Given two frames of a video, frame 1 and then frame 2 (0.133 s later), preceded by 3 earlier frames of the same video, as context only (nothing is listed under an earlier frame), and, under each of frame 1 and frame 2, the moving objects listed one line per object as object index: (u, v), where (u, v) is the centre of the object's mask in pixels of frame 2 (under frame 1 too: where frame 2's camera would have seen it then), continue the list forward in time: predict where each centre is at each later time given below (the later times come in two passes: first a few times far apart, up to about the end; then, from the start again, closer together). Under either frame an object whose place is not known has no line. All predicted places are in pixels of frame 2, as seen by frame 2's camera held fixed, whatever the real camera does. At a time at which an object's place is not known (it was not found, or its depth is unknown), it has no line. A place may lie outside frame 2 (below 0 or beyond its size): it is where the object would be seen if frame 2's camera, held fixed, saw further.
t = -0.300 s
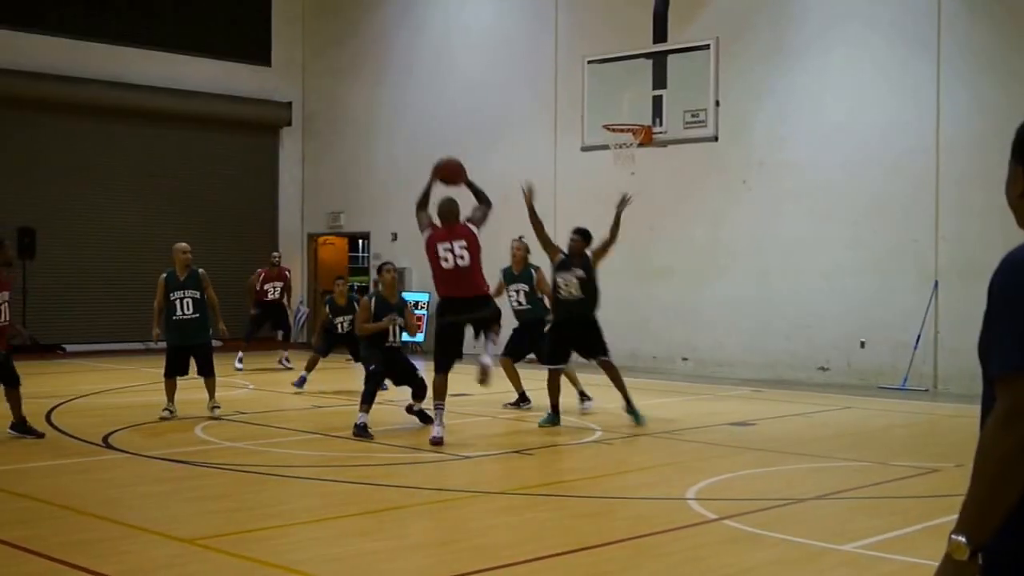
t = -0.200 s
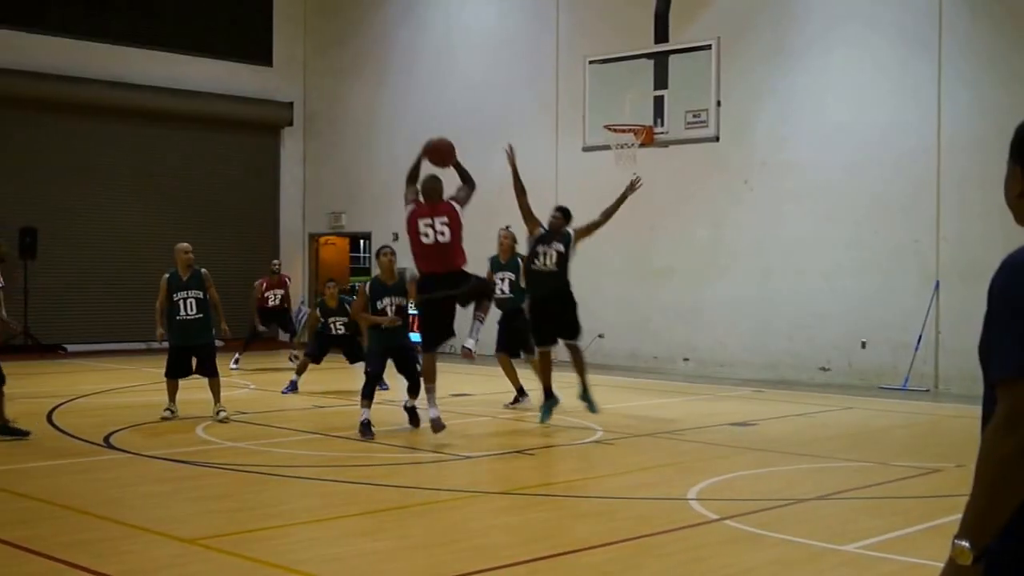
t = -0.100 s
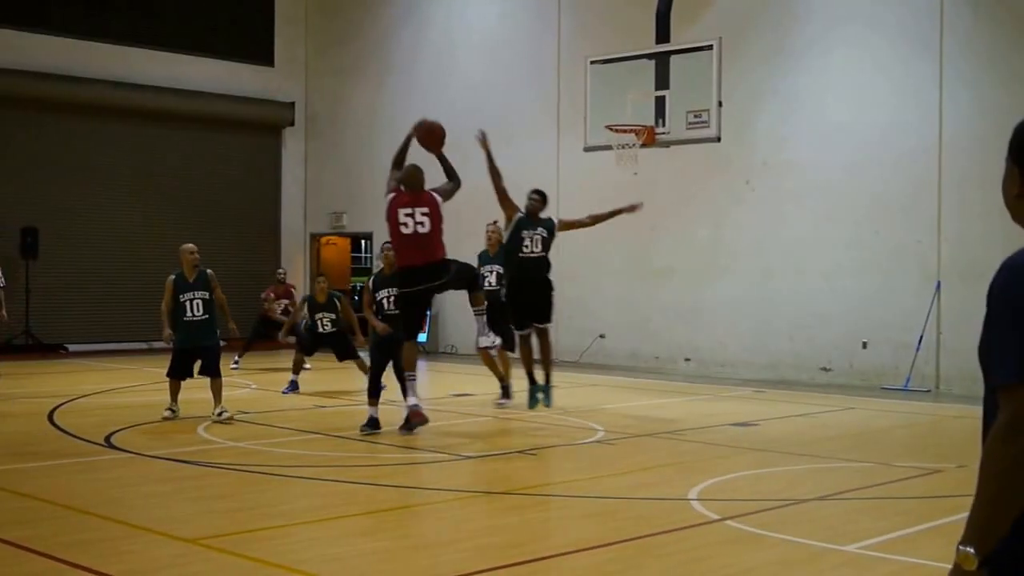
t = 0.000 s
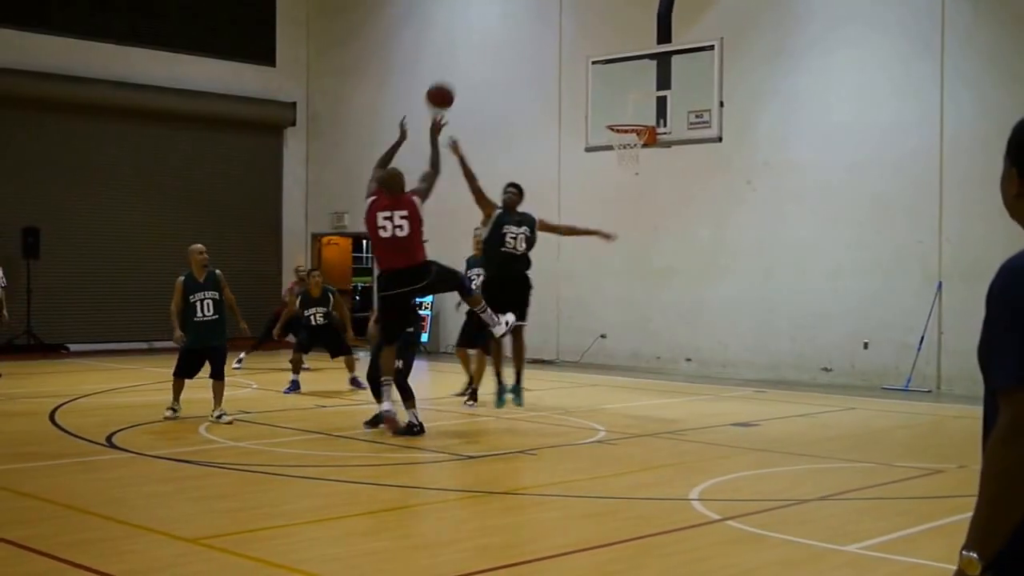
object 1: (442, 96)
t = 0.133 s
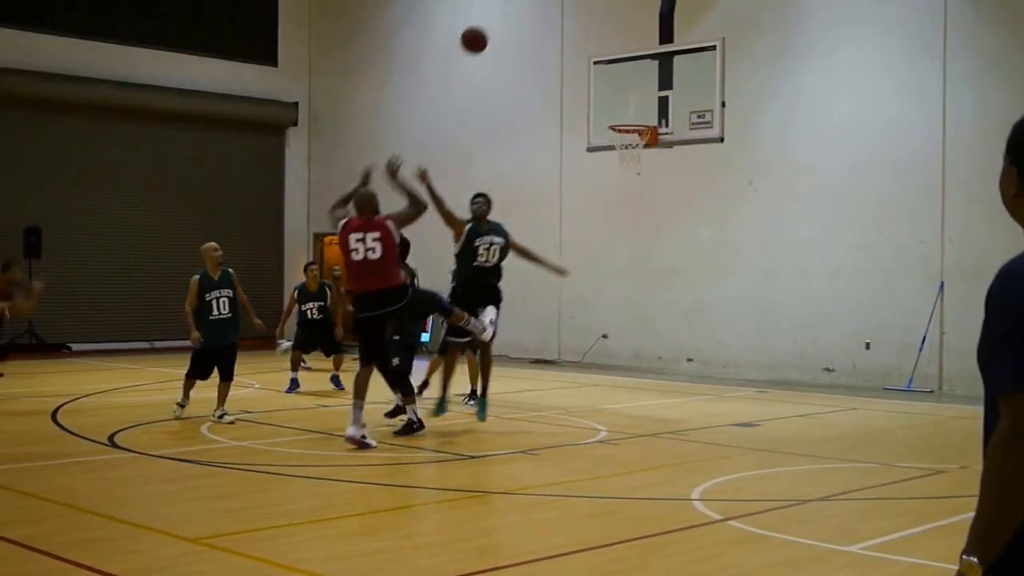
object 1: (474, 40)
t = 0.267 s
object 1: (503, 9)
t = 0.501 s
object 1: (549, 4)
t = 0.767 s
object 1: (593, 49)
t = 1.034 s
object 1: (637, 133)
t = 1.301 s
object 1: (633, 137)
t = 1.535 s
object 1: (622, 164)
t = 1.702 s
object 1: (626, 196)
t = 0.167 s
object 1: (481, 29)
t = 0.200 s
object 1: (489, 21)
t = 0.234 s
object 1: (496, 13)
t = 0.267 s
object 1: (503, 9)
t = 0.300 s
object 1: (511, 7)
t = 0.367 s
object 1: (524, 4)
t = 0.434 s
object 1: (537, 3)
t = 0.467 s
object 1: (543, 3)
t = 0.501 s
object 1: (549, 4)
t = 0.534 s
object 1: (555, 5)
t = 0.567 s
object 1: (561, 7)
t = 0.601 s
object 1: (567, 10)
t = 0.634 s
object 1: (572, 15)
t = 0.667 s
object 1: (578, 22)
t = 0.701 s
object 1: (583, 30)
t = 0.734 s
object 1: (588, 39)
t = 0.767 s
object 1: (593, 49)
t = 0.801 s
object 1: (598, 59)
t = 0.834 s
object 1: (603, 72)
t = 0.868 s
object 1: (607, 83)
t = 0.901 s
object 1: (612, 96)
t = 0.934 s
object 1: (616, 110)
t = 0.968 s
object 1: (621, 124)
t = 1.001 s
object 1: (630, 129)
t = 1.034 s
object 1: (637, 133)
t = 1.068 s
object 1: (640, 136)
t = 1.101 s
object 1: (641, 139)
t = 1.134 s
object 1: (640, 139)
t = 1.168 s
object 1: (640, 135)
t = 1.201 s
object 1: (637, 135)
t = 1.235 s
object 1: (636, 135)
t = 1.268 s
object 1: (635, 136)
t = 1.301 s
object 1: (633, 137)
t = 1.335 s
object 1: (631, 139)
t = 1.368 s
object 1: (627, 144)
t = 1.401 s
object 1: (624, 150)
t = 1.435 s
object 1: (623, 154)
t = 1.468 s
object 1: (621, 157)
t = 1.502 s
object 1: (622, 160)
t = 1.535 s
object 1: (622, 164)
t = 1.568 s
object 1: (622, 170)
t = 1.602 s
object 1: (623, 175)
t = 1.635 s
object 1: (624, 180)
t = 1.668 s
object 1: (625, 187)
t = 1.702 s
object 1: (626, 196)
